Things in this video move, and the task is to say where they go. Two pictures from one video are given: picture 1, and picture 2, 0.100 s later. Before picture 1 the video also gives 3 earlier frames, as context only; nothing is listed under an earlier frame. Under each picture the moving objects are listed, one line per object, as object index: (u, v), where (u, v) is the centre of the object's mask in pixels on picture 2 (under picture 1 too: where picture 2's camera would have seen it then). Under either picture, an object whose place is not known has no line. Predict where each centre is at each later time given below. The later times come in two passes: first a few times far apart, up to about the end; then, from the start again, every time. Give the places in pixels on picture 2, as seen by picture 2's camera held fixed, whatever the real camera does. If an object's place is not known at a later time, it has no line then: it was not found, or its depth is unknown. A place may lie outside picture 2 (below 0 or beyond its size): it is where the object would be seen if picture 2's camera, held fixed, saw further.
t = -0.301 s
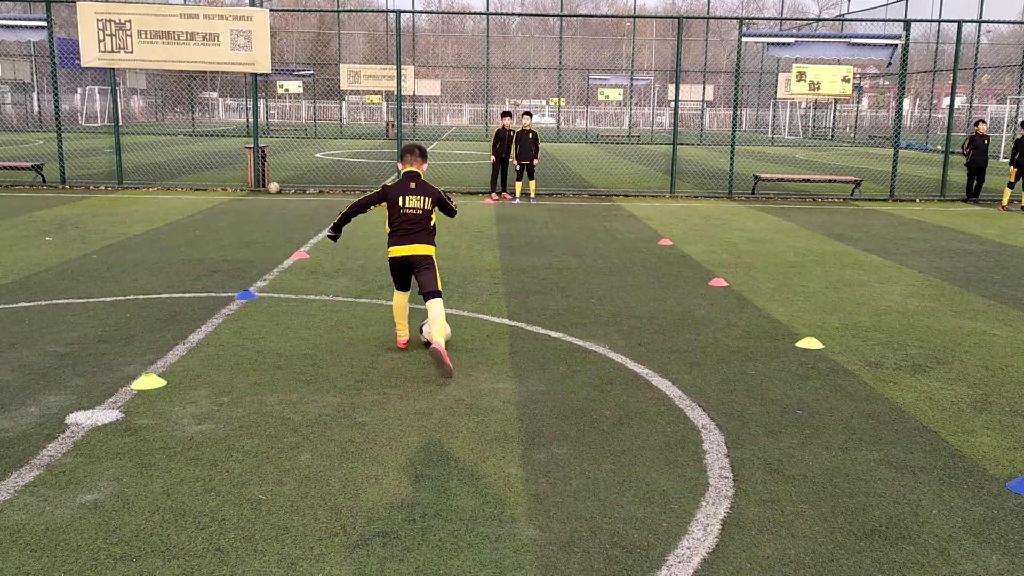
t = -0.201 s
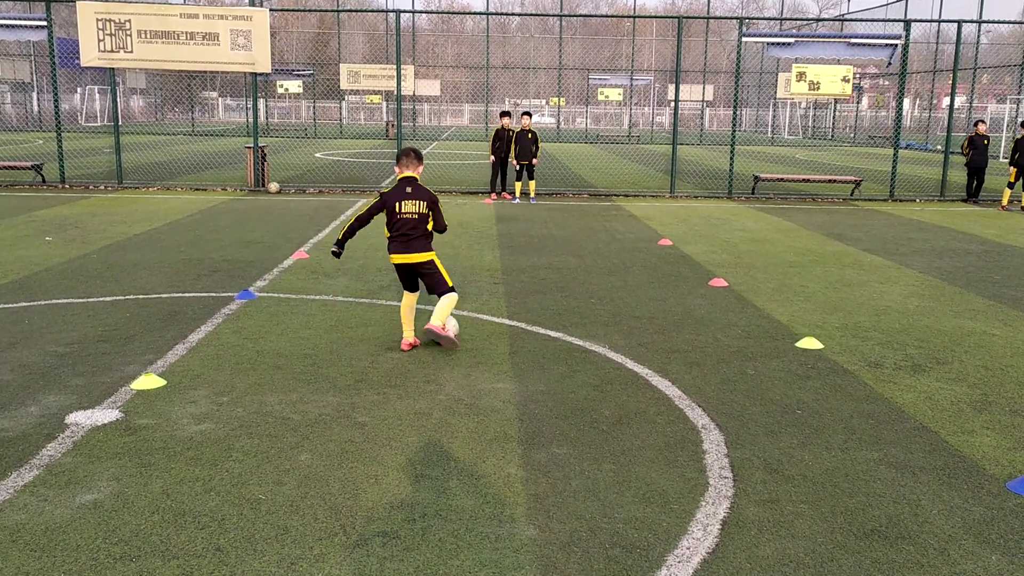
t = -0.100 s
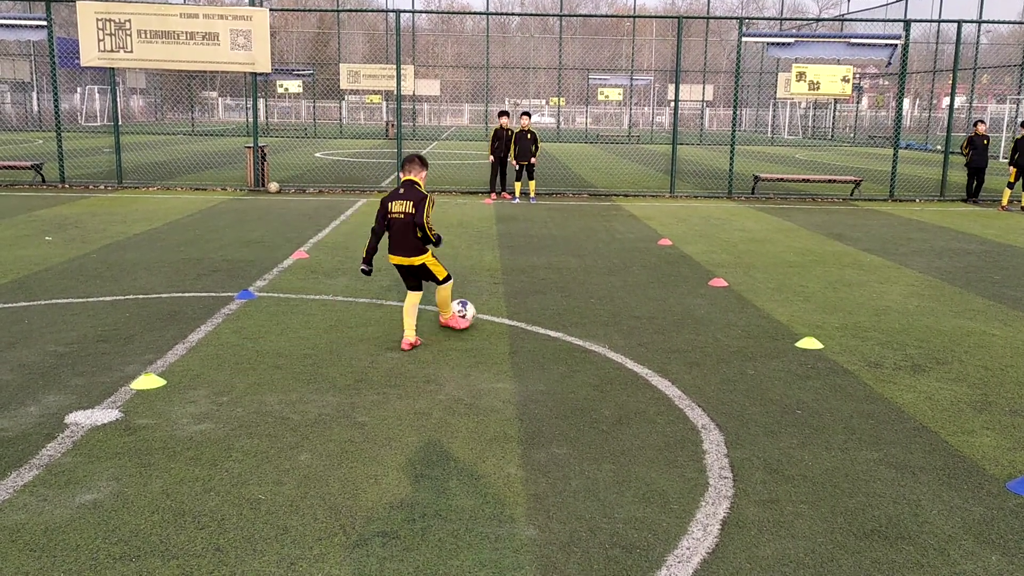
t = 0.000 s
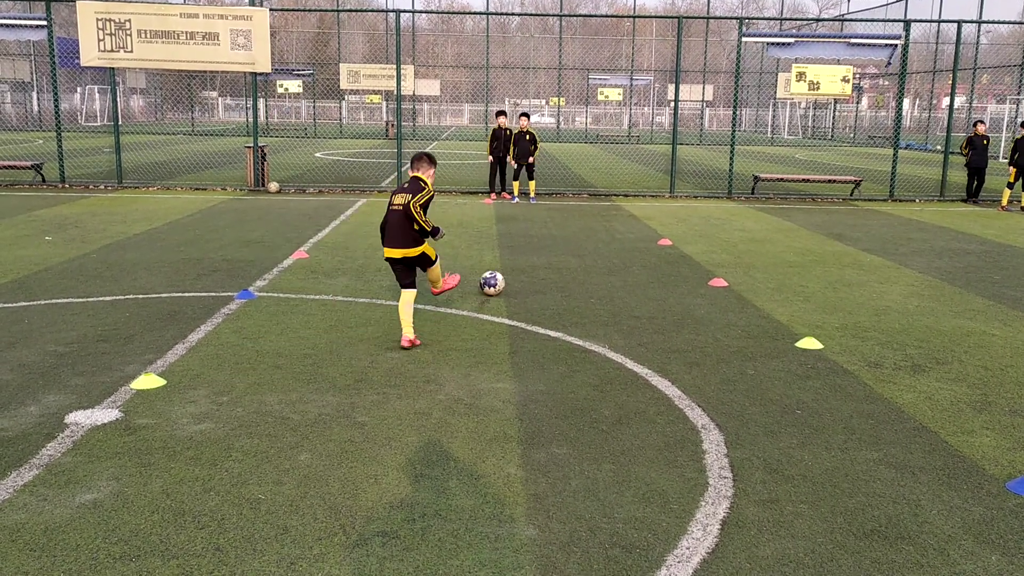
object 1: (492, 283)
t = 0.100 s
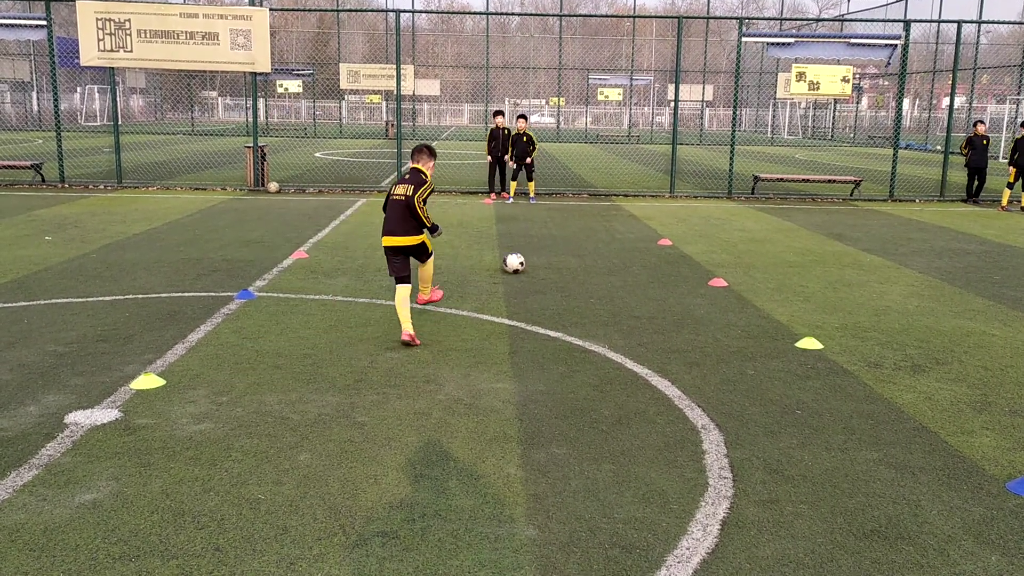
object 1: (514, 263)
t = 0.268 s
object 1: (538, 238)
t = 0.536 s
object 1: (561, 217)
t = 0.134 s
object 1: (520, 257)
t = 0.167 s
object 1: (525, 251)
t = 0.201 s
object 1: (530, 247)
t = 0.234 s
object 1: (534, 243)
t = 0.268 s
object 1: (538, 238)
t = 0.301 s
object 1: (542, 234)
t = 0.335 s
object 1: (546, 232)
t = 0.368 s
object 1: (549, 229)
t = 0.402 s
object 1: (551, 225)
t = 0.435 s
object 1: (554, 223)
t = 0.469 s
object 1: (556, 221)
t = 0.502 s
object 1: (559, 219)
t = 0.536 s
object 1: (561, 217)
